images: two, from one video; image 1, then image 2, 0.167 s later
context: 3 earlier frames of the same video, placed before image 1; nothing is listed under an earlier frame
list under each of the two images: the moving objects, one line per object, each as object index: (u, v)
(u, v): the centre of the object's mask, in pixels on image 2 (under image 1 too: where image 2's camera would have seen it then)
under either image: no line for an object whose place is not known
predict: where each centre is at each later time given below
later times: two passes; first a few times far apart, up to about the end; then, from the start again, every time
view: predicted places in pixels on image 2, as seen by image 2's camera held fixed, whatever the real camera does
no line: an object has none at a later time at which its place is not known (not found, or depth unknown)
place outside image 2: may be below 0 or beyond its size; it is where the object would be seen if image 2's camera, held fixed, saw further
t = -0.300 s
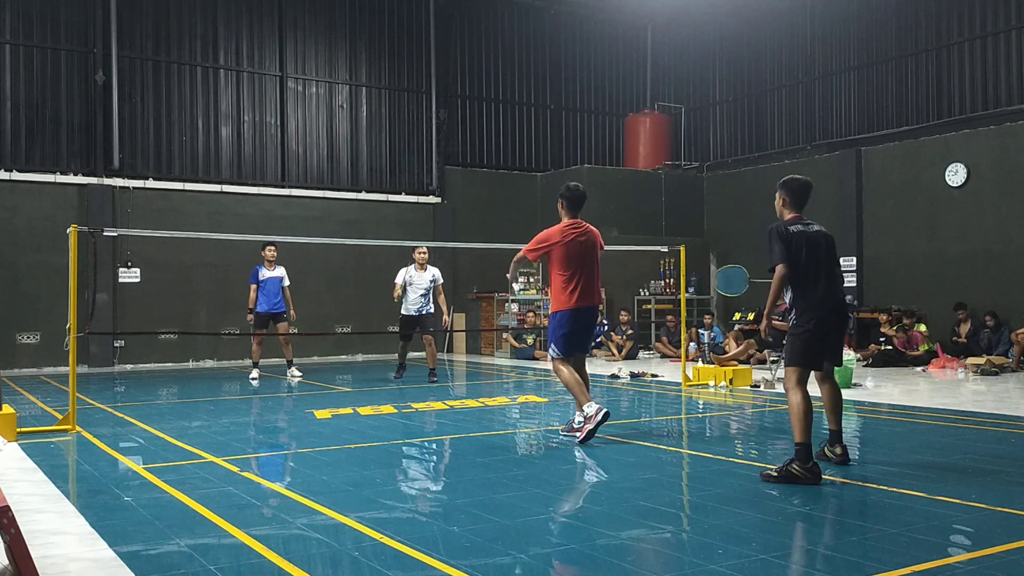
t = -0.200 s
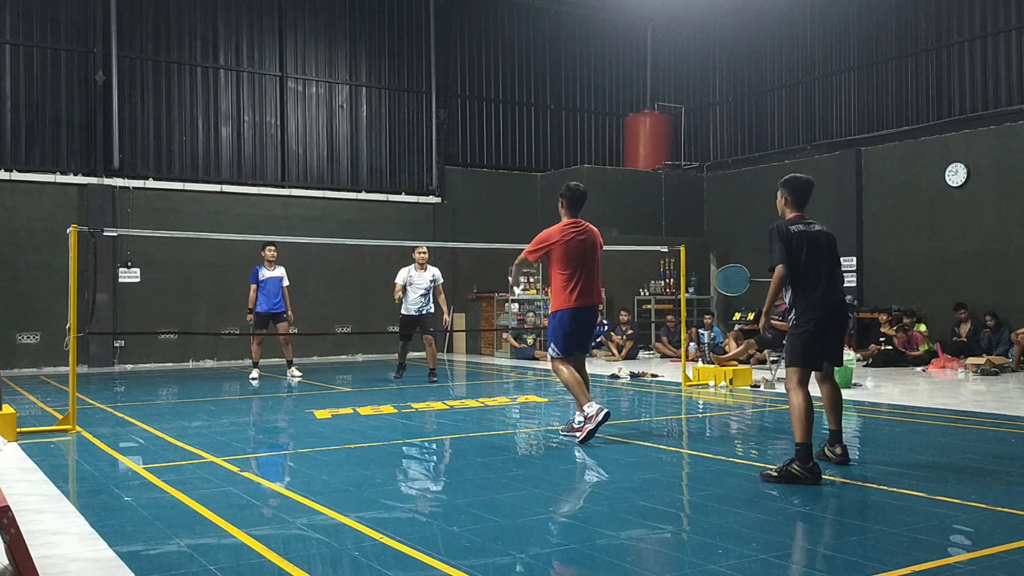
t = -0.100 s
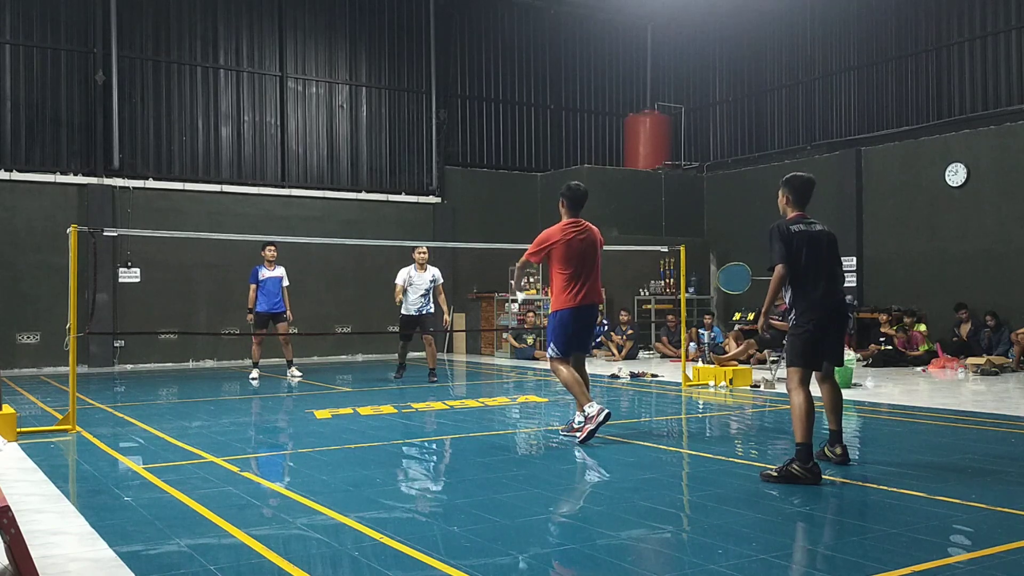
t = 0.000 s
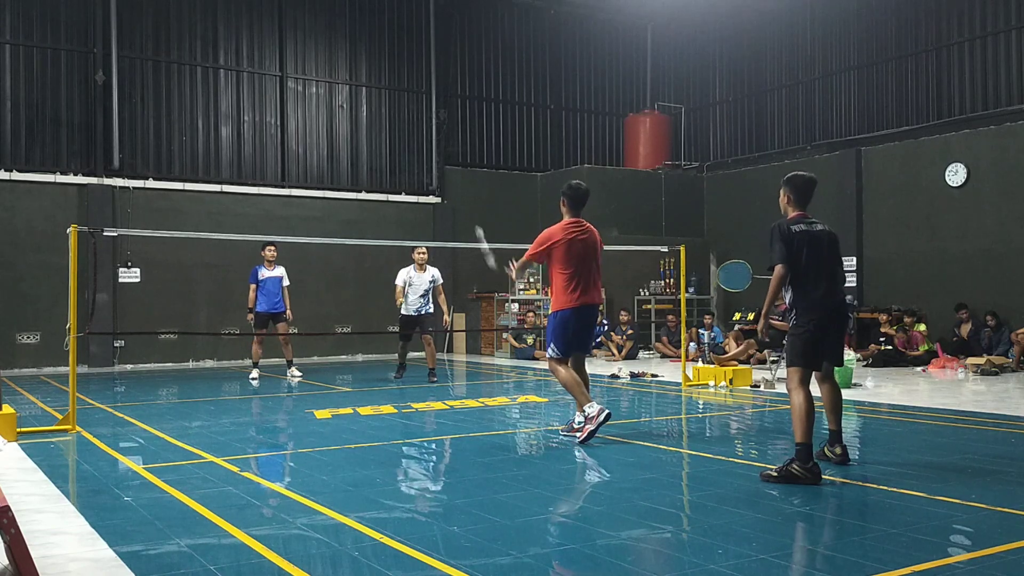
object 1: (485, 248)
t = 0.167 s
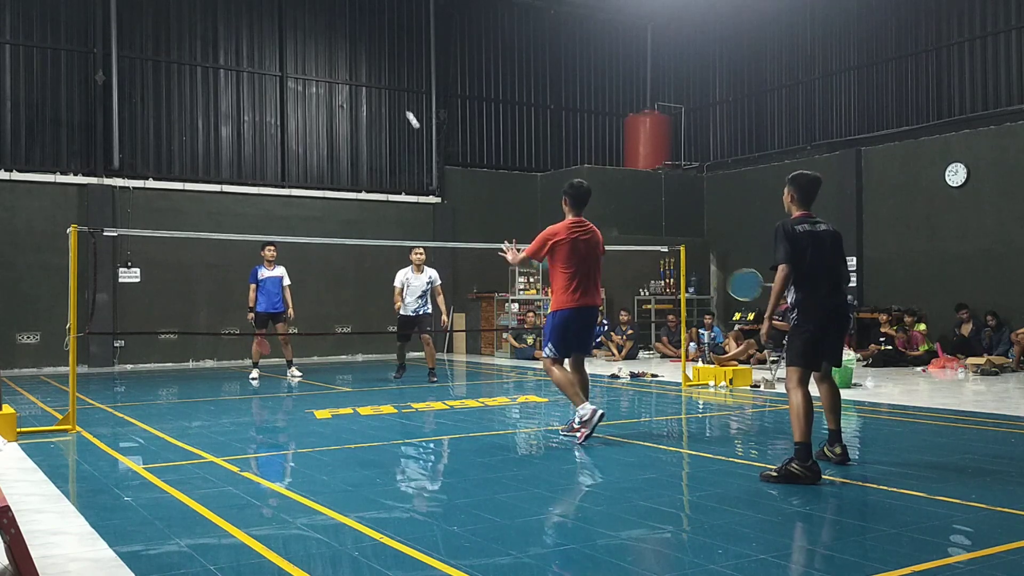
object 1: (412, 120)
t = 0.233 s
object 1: (394, 95)
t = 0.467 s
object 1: (356, 65)
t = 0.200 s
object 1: (403, 106)
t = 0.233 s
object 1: (394, 95)
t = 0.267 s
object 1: (387, 87)
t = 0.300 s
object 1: (381, 80)
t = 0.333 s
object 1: (375, 74)
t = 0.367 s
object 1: (370, 70)
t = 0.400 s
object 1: (365, 67)
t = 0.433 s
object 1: (360, 65)
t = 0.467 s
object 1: (356, 65)
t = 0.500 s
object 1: (352, 65)
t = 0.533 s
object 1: (349, 66)
